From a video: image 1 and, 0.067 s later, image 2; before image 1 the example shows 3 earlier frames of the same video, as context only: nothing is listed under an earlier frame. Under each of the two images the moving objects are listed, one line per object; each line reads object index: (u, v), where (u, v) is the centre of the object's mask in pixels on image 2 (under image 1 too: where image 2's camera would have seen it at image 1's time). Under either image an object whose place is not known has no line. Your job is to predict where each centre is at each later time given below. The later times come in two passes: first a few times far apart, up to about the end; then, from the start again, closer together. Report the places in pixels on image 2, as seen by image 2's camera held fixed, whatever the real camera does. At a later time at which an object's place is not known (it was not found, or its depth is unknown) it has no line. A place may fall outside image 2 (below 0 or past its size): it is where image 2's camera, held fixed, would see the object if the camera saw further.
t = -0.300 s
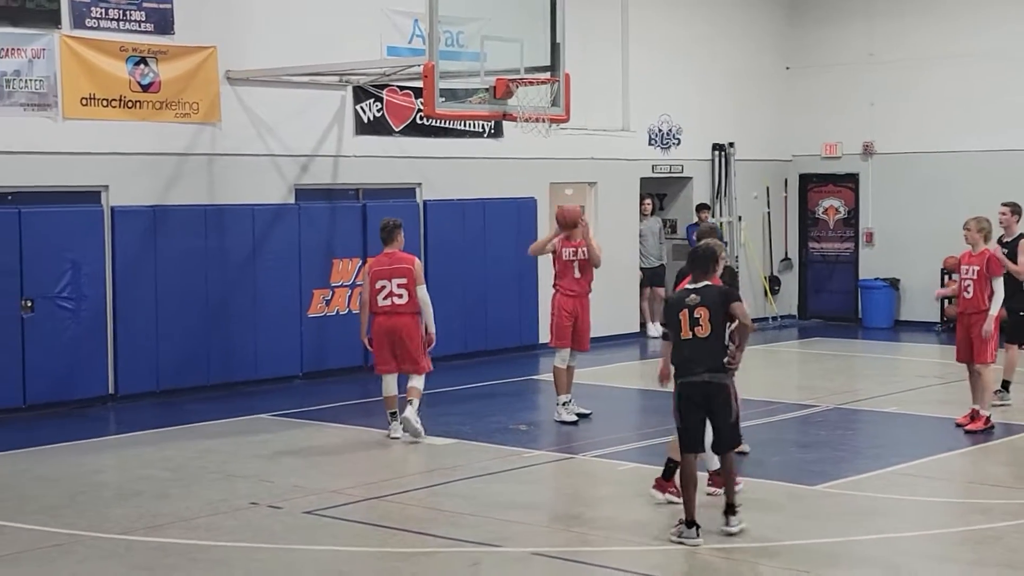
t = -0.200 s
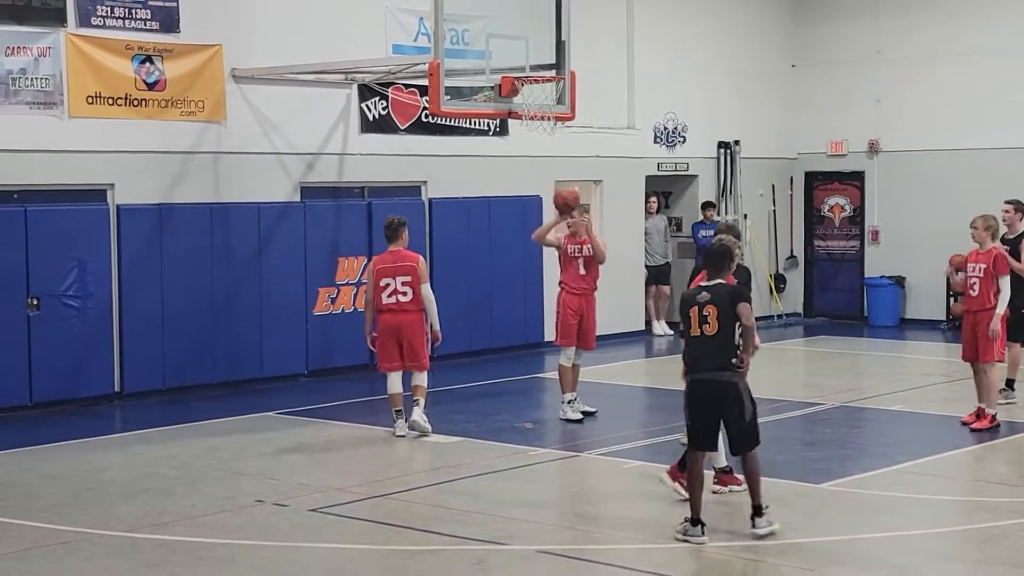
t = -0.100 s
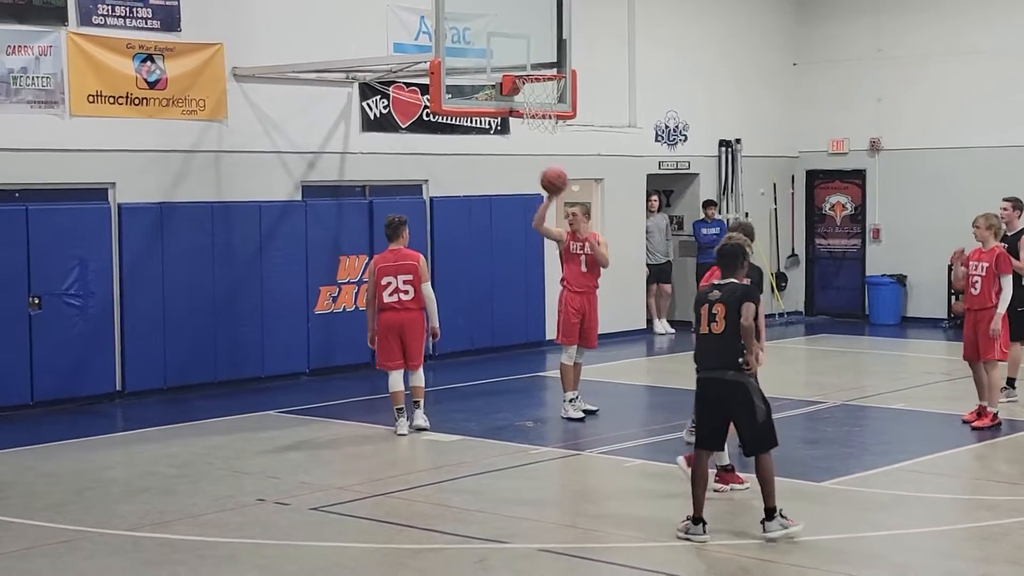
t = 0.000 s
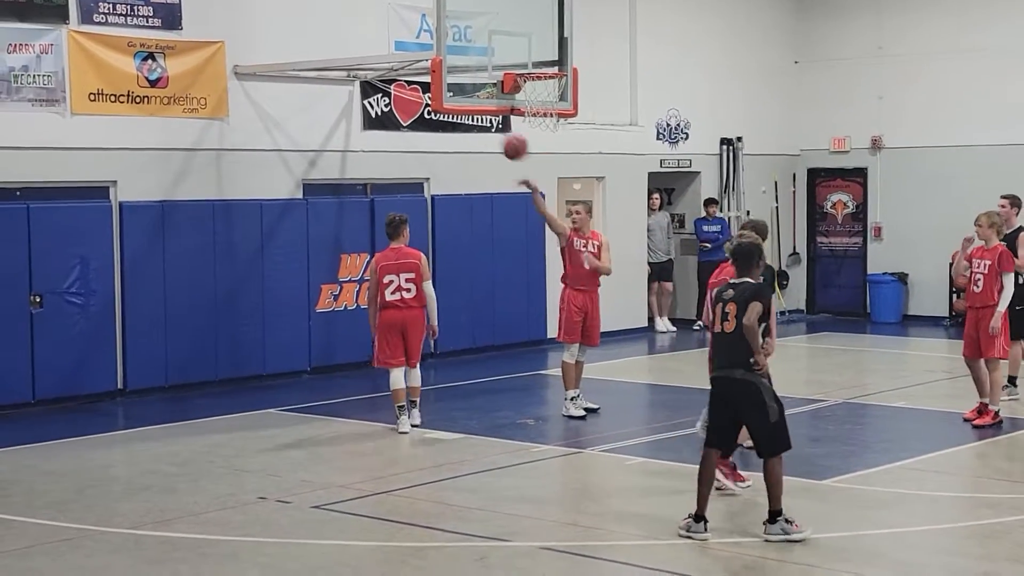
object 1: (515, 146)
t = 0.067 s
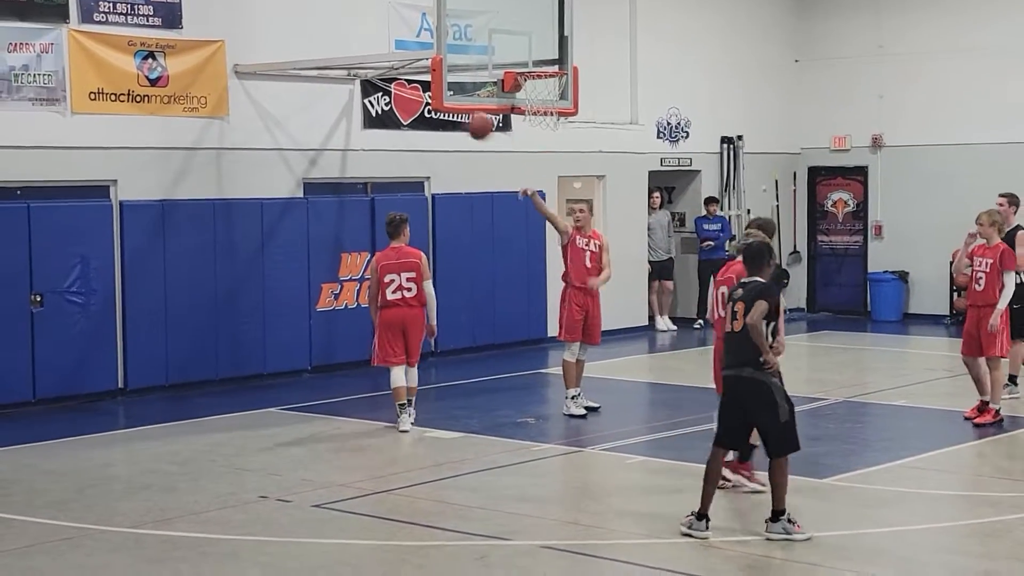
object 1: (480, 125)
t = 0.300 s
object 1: (353, 98)
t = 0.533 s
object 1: (220, 137)
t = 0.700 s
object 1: (123, 207)
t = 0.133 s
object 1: (444, 114)
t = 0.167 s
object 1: (428, 107)
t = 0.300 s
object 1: (353, 98)
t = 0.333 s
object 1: (334, 100)
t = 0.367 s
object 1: (315, 103)
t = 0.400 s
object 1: (296, 106)
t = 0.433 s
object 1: (277, 112)
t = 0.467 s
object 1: (258, 119)
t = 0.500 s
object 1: (239, 127)
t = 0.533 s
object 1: (220, 137)
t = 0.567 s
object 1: (200, 148)
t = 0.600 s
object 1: (181, 160)
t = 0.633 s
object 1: (162, 174)
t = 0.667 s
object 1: (142, 189)
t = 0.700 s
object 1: (123, 207)
